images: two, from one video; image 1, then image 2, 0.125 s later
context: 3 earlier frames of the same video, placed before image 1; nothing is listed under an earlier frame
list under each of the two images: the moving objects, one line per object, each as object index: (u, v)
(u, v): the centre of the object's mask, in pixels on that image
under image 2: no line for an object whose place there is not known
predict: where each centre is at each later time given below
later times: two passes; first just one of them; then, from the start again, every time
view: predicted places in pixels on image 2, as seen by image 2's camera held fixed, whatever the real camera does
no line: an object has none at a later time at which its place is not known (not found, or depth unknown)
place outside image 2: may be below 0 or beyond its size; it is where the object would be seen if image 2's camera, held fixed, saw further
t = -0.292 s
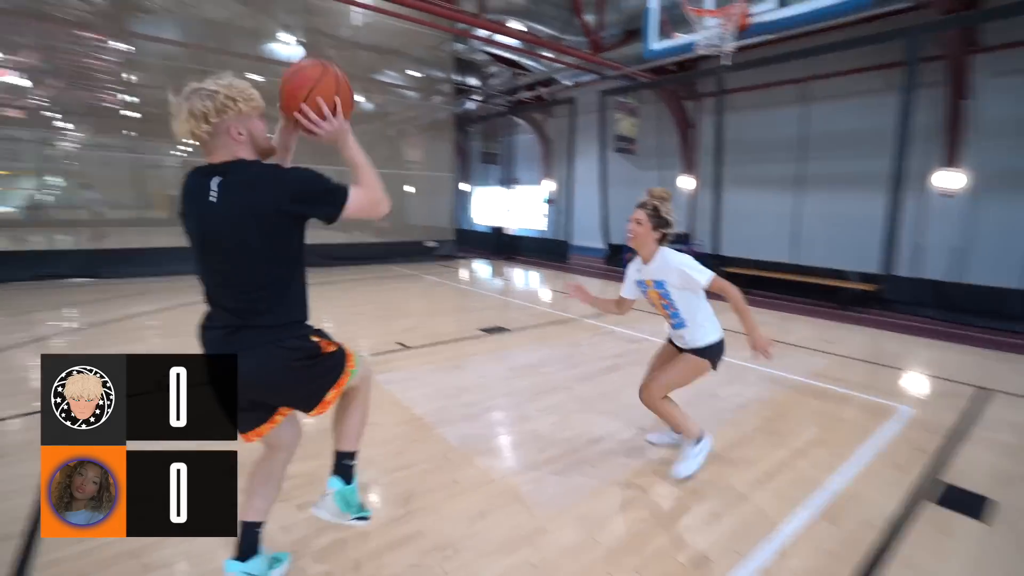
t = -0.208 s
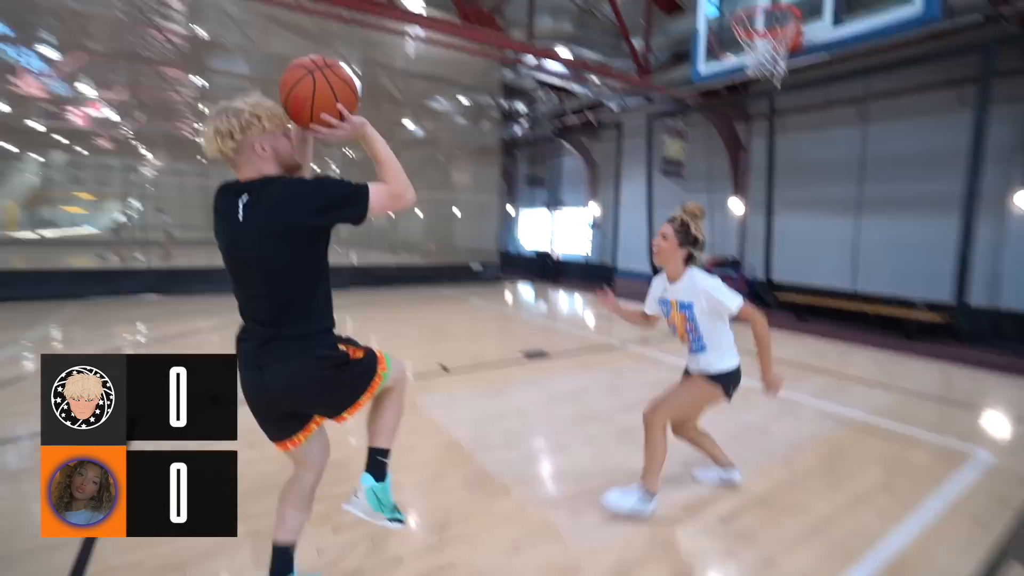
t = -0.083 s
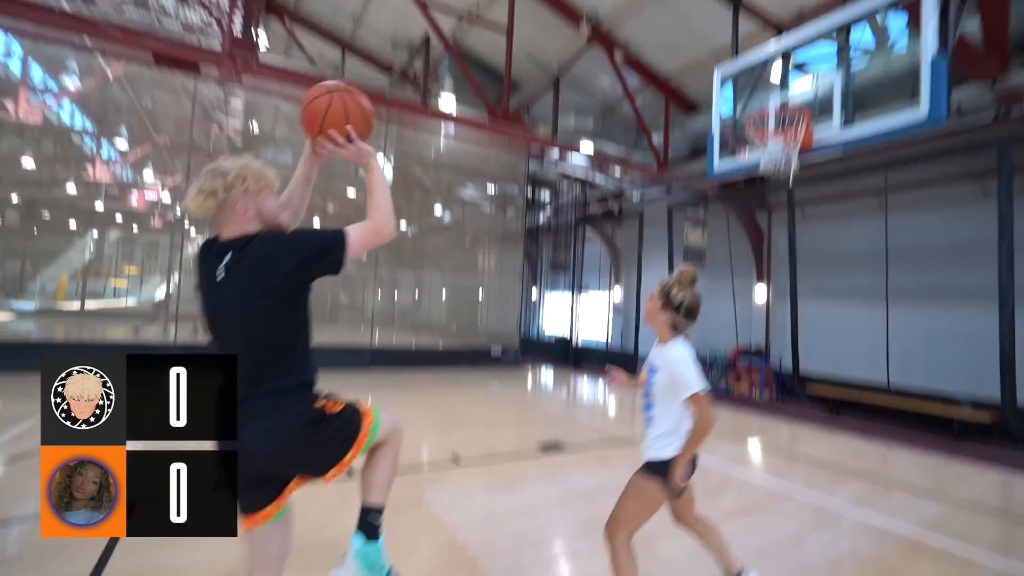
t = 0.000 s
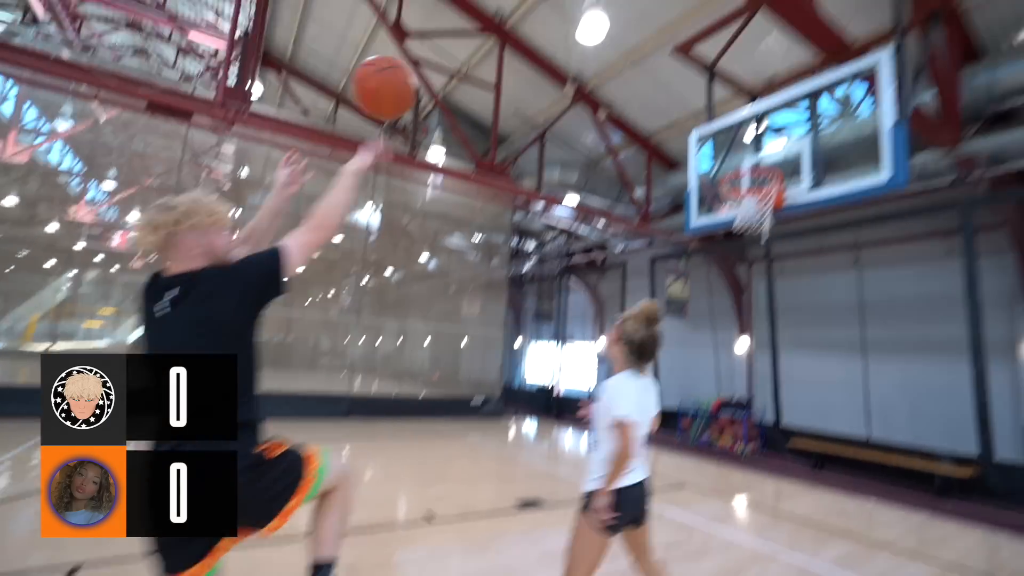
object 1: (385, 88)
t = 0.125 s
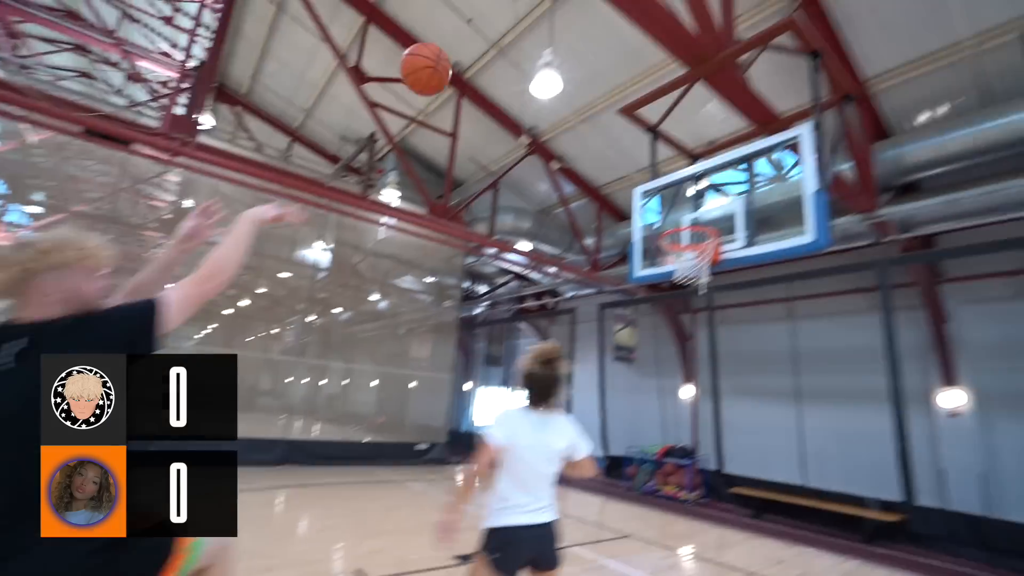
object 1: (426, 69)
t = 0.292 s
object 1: (507, 45)
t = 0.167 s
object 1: (453, 56)
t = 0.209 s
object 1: (470, 50)
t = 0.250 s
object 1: (493, 45)
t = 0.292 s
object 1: (507, 45)
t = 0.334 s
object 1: (525, 47)
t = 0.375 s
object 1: (537, 51)
